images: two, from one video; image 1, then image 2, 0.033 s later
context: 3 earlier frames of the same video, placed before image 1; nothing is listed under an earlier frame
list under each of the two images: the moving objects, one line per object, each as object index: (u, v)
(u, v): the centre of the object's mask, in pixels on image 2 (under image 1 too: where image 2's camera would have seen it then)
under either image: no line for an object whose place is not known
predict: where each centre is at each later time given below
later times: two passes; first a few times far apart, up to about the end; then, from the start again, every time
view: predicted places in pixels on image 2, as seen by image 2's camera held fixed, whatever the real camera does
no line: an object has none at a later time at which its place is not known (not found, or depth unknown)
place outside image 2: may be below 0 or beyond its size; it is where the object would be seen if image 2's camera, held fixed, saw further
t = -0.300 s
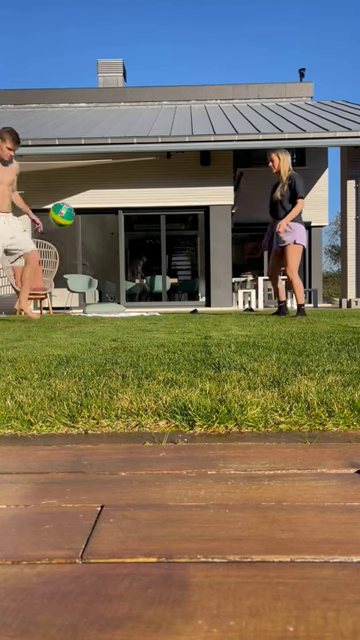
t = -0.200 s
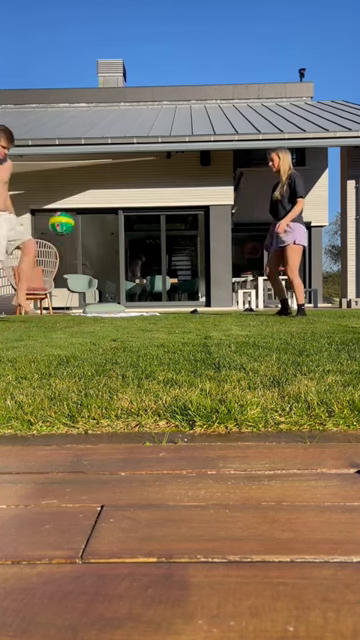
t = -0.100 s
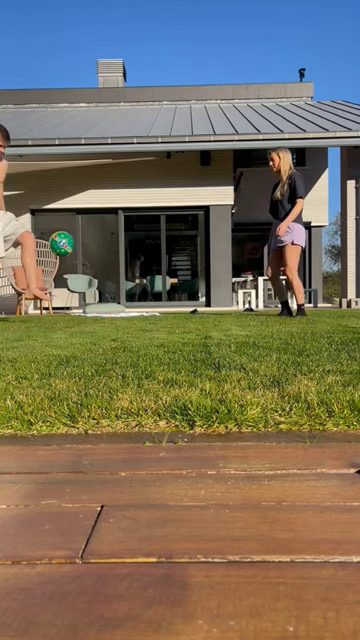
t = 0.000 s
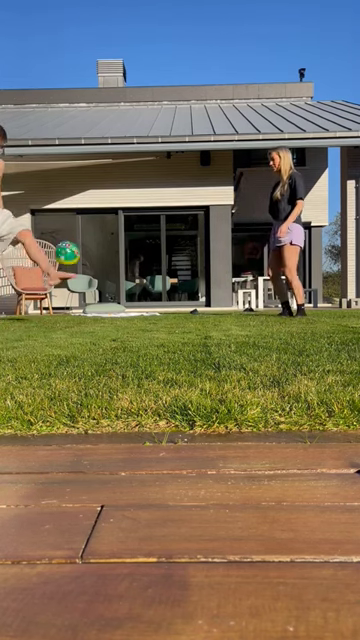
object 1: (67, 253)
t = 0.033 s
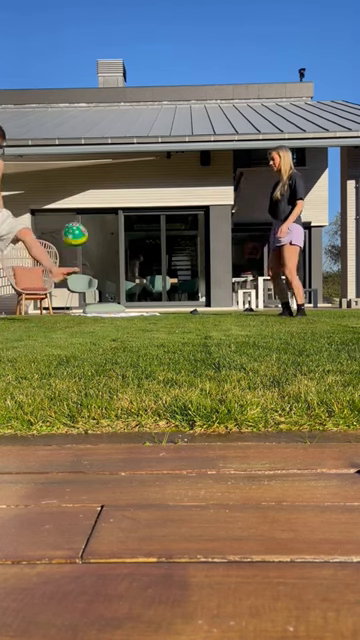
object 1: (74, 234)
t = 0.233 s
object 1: (119, 146)
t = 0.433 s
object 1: (163, 108)
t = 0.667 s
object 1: (209, 117)
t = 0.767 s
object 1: (227, 138)
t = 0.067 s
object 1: (82, 216)
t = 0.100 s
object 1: (90, 200)
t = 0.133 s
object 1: (98, 184)
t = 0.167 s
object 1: (105, 170)
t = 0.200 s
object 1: (113, 158)
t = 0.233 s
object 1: (119, 146)
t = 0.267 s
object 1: (127, 137)
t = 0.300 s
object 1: (134, 128)
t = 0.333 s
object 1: (141, 121)
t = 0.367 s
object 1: (148, 115)
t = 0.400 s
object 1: (155, 111)
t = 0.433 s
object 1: (163, 108)
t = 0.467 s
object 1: (169, 106)
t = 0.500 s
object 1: (176, 105)
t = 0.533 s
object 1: (183, 105)
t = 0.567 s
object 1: (189, 107)
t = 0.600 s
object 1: (196, 109)
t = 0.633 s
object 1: (202, 113)
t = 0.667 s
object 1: (209, 117)
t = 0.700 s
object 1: (215, 123)
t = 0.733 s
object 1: (221, 131)
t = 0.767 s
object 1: (227, 138)
